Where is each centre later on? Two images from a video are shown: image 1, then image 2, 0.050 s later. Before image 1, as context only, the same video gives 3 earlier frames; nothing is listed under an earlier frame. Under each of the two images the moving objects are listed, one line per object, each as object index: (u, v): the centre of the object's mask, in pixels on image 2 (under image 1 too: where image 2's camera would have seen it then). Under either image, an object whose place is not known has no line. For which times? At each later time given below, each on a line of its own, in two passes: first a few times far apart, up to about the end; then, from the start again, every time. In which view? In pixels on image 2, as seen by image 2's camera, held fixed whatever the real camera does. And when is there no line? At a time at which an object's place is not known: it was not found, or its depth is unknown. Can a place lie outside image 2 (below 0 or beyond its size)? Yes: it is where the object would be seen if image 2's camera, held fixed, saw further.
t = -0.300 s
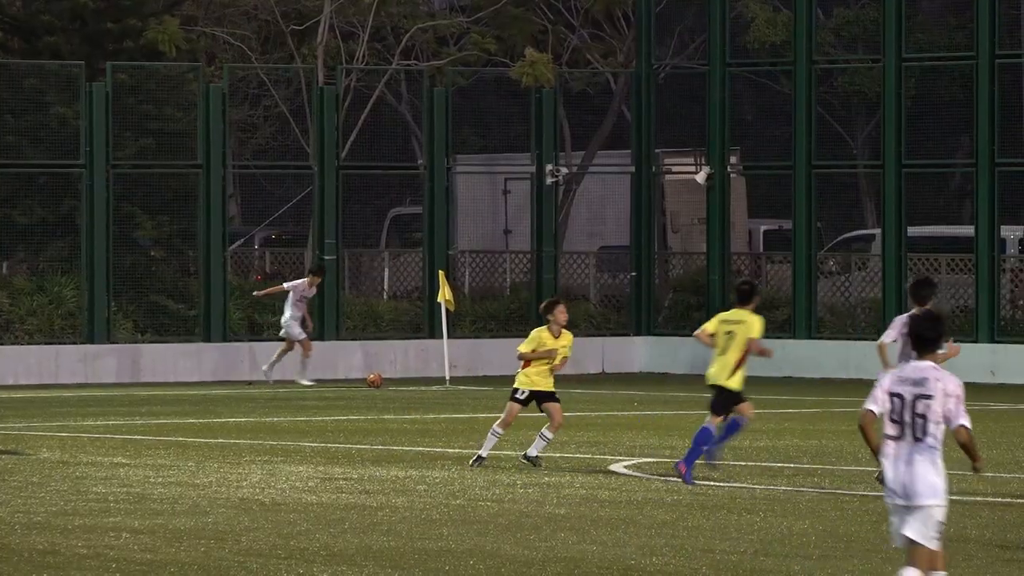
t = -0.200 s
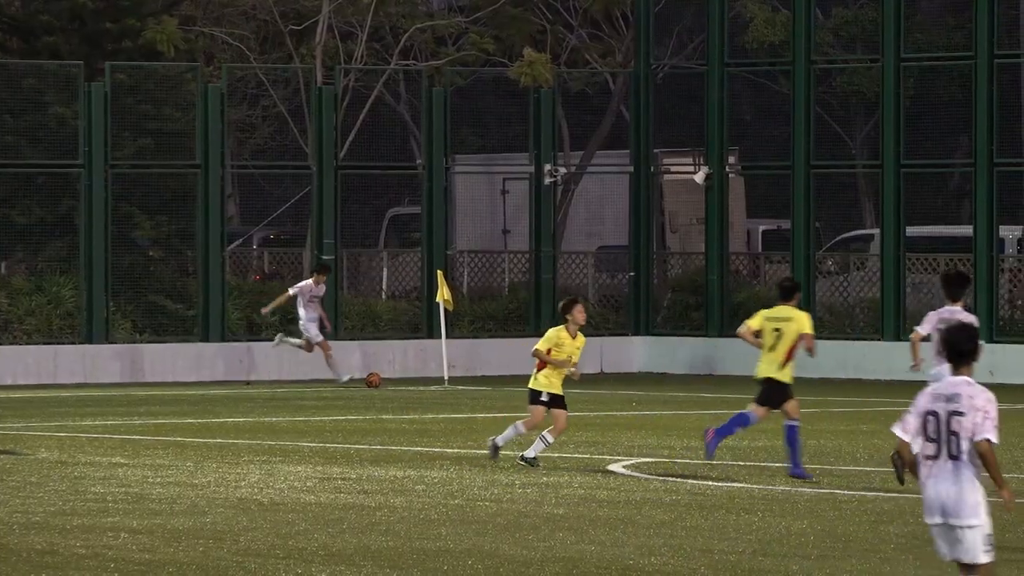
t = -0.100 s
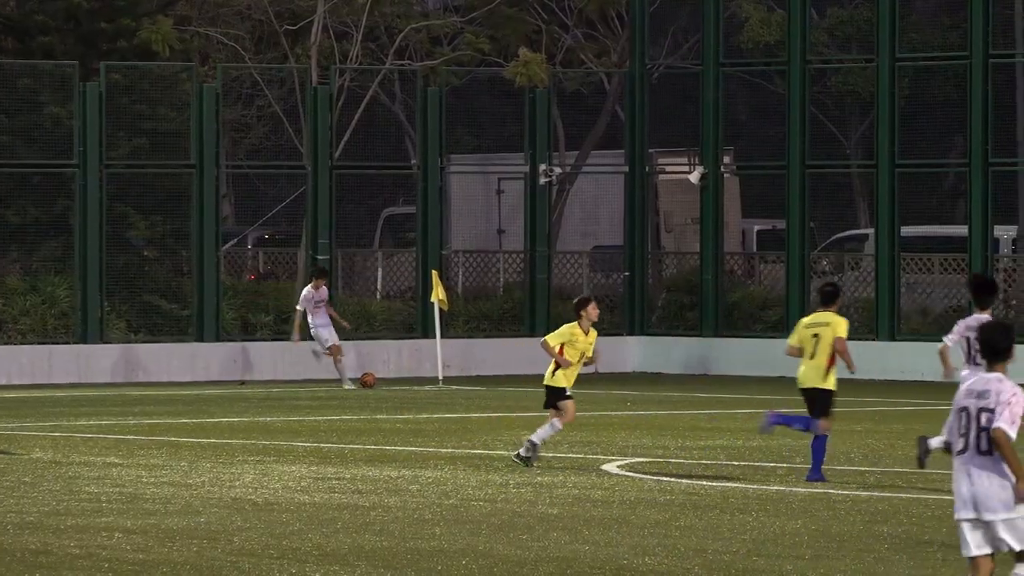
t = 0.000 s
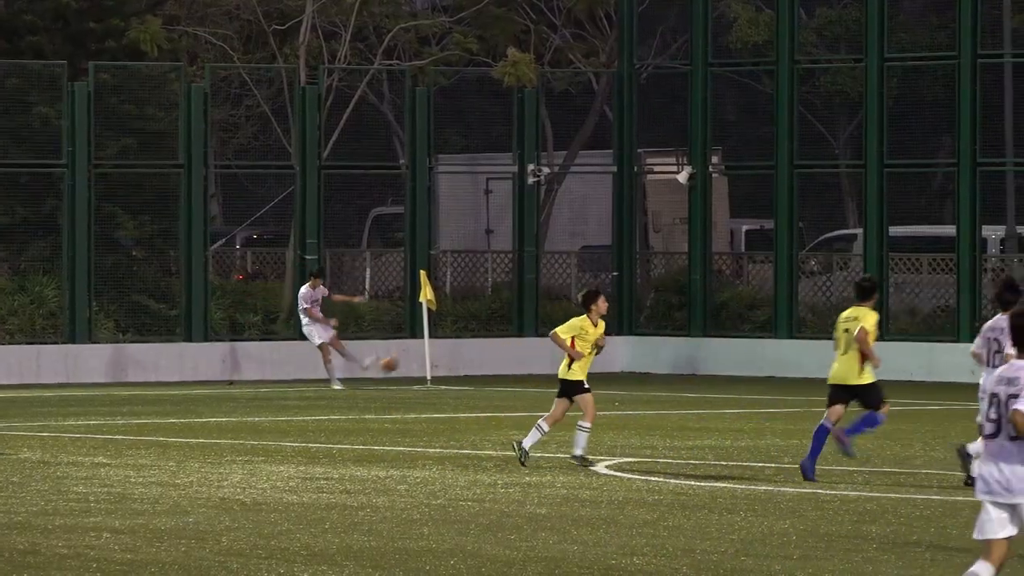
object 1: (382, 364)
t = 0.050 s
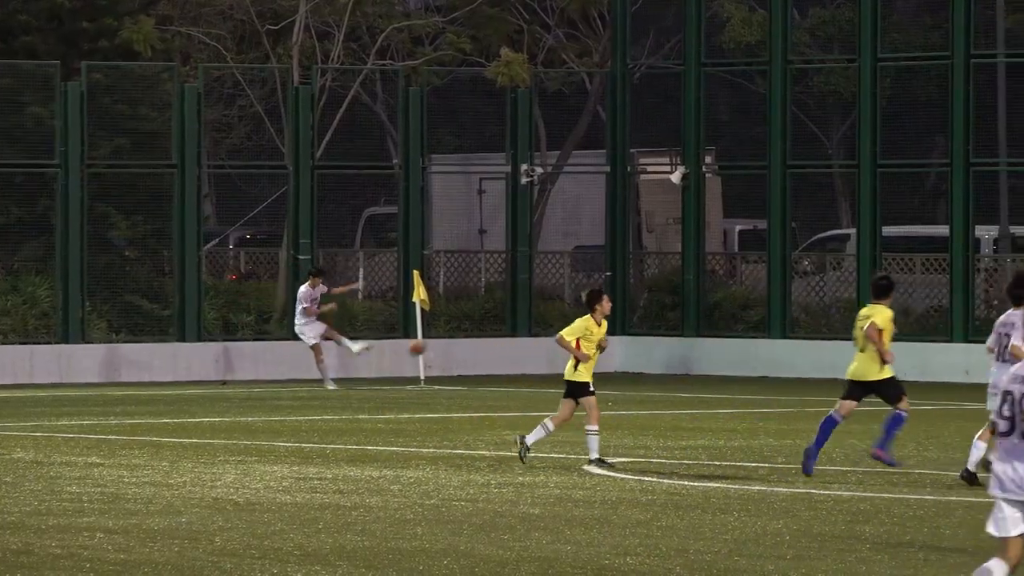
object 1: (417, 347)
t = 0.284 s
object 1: (566, 284)
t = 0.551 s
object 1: (716, 254)
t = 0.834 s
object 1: (854, 281)
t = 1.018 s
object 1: (933, 334)
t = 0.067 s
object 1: (429, 341)
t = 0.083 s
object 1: (440, 335)
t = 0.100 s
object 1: (451, 331)
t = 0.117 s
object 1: (462, 325)
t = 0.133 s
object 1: (473, 321)
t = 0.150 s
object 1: (484, 316)
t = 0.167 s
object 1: (495, 311)
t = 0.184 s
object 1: (505, 307)
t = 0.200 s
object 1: (516, 303)
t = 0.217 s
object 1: (526, 299)
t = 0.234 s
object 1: (536, 295)
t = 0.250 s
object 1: (546, 291)
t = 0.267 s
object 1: (555, 287)
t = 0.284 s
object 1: (566, 284)
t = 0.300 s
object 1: (575, 281)
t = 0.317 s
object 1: (585, 278)
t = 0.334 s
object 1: (595, 275)
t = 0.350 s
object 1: (605, 272)
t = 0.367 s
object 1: (615, 270)
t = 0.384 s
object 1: (624, 268)
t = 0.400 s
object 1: (634, 265)
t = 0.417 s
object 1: (644, 263)
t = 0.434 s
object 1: (653, 262)
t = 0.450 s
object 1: (663, 260)
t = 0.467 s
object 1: (672, 258)
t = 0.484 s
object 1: (681, 257)
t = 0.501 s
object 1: (690, 256)
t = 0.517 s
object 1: (699, 256)
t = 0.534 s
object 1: (708, 255)
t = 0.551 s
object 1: (716, 254)
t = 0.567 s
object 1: (725, 254)
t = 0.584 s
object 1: (733, 254)
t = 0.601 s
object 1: (743, 255)
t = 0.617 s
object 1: (751, 255)
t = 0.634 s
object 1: (760, 256)
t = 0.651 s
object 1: (768, 256)
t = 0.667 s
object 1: (776, 257)
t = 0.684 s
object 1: (784, 258)
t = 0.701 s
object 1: (792, 259)
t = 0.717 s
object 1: (800, 262)
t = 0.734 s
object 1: (808, 264)
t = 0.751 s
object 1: (816, 266)
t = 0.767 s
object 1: (823, 268)
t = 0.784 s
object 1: (831, 271)
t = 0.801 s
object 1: (839, 274)
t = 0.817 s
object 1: (846, 277)
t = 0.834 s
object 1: (854, 281)
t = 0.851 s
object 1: (862, 283)
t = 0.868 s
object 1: (870, 287)
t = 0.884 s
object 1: (876, 291)
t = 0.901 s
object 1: (883, 296)
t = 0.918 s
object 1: (890, 300)
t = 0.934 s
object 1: (898, 305)
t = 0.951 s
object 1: (905, 310)
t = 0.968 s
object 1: (912, 316)
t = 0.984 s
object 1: (919, 322)
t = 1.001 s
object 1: (926, 328)
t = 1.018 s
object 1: (933, 334)
